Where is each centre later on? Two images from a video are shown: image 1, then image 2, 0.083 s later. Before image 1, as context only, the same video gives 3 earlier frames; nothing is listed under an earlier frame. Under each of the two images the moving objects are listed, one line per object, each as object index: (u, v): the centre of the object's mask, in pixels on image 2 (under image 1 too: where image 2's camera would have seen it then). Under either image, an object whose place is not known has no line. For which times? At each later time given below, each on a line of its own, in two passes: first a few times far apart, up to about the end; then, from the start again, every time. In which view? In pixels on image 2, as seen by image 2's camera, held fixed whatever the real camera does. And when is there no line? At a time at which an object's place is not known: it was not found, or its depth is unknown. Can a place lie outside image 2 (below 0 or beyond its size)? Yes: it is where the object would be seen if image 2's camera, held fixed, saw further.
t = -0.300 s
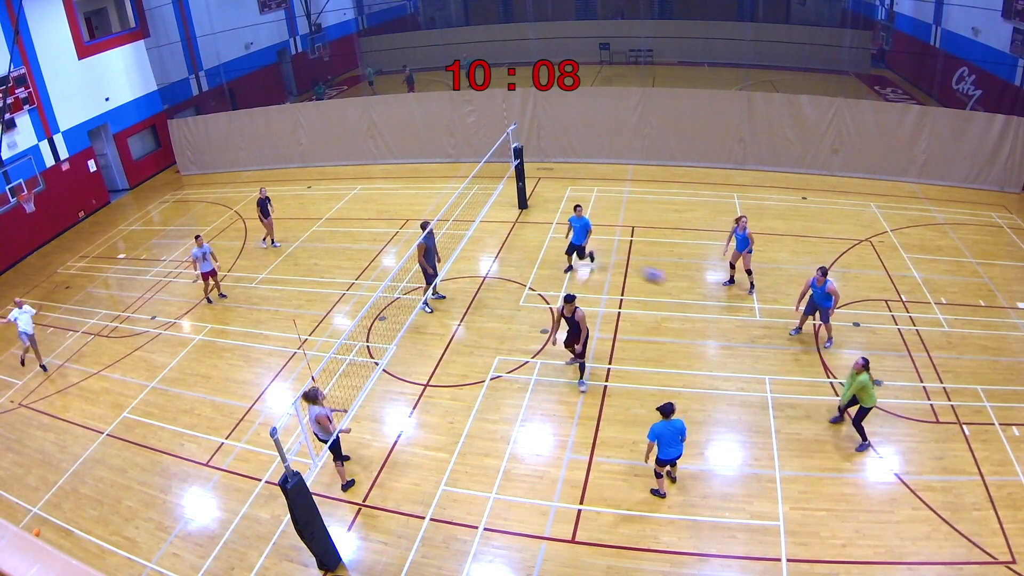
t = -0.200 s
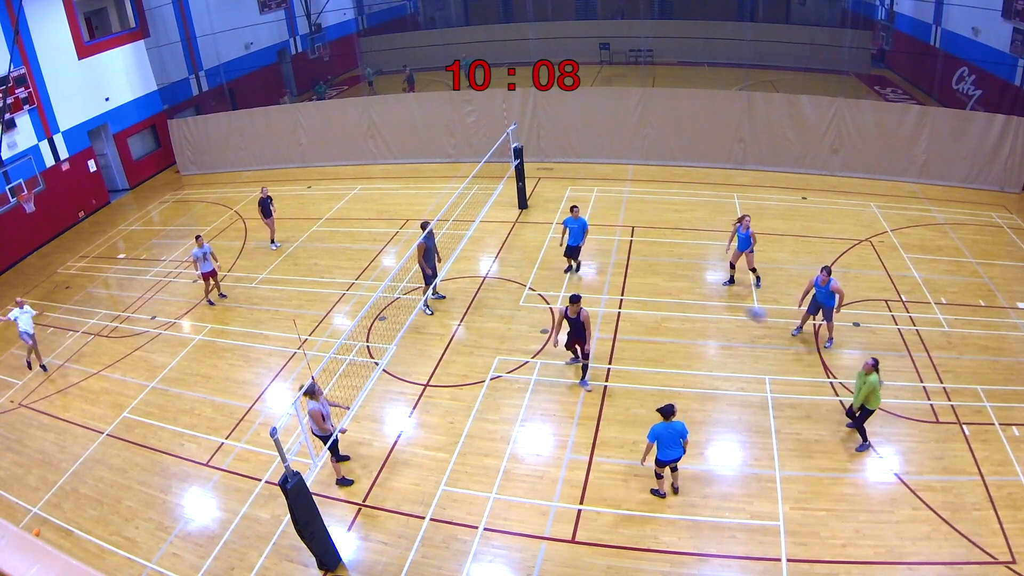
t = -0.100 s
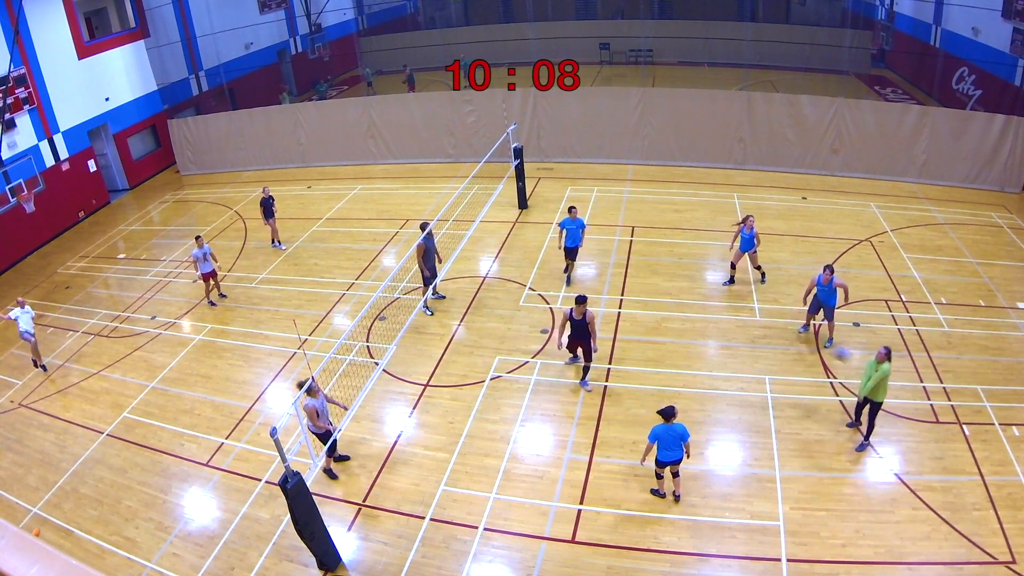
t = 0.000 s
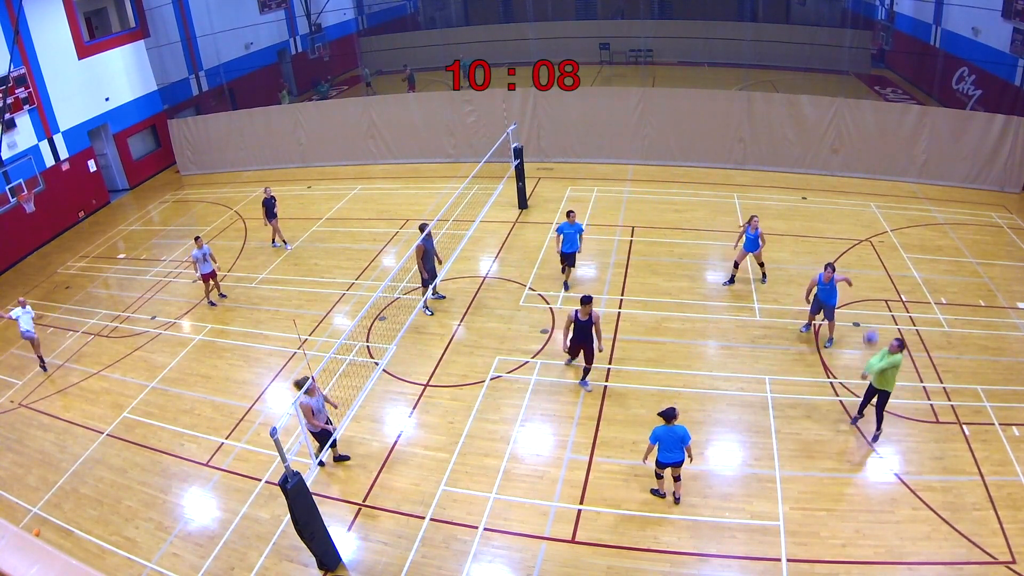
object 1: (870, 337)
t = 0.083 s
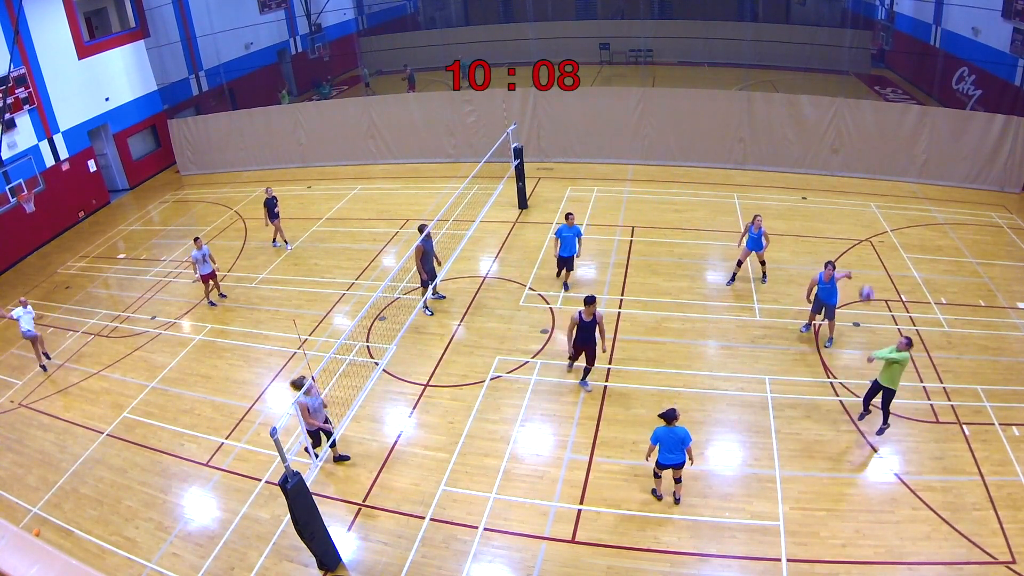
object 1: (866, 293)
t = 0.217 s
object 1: (855, 230)
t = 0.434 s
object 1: (832, 154)
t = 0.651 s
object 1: (802, 112)
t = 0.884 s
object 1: (769, 106)
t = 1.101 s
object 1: (741, 130)
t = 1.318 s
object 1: (713, 178)
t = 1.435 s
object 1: (699, 211)
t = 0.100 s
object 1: (865, 285)
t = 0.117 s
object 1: (863, 276)
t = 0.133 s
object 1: (862, 268)
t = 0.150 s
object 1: (861, 260)
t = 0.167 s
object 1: (860, 253)
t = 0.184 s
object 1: (858, 245)
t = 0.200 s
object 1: (857, 237)
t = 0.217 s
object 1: (855, 230)
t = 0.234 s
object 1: (854, 223)
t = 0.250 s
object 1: (852, 216)
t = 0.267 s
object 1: (851, 210)
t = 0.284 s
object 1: (849, 204)
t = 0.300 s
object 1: (847, 196)
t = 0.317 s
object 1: (845, 190)
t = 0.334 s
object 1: (844, 185)
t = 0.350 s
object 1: (842, 179)
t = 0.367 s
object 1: (840, 173)
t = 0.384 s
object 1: (837, 168)
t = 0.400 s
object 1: (835, 163)
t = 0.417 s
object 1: (834, 158)
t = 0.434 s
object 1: (832, 154)
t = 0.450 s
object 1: (829, 149)
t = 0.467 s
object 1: (827, 145)
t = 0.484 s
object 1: (824, 141)
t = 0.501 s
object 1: (822, 137)
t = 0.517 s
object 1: (820, 133)
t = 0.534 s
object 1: (819, 130)
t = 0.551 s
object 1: (816, 127)
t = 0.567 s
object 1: (814, 124)
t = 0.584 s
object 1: (811, 121)
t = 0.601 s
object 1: (809, 119)
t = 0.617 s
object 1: (806, 116)
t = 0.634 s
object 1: (804, 114)
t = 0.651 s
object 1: (802, 112)
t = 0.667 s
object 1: (800, 110)
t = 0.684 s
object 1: (797, 108)
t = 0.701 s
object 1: (795, 107)
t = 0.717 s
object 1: (793, 106)
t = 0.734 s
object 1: (790, 105)
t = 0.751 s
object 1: (788, 105)
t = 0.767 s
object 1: (786, 104)
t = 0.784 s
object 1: (783, 104)
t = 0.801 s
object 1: (781, 104)
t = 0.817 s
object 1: (779, 104)
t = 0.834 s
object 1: (776, 104)
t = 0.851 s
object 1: (774, 105)
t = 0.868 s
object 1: (771, 105)
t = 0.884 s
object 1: (769, 106)
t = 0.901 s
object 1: (766, 107)
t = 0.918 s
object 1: (764, 108)
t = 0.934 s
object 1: (762, 109)
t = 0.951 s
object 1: (760, 110)
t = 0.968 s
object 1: (757, 112)
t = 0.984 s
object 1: (756, 114)
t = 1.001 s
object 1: (753, 116)
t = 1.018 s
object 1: (752, 118)
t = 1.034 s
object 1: (749, 120)
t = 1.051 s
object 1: (746, 122)
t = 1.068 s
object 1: (745, 125)
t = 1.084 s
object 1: (743, 127)
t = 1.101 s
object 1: (741, 130)
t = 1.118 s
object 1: (739, 133)
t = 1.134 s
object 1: (737, 137)
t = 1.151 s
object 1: (734, 140)
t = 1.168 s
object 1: (732, 143)
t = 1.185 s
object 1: (730, 147)
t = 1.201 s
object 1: (728, 150)
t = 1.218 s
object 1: (726, 154)
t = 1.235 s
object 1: (724, 158)
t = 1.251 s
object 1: (721, 162)
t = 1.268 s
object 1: (719, 166)
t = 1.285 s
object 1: (718, 170)
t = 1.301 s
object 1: (715, 174)
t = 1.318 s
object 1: (713, 178)
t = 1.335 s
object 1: (711, 183)
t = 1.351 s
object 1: (709, 187)
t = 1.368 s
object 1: (707, 192)
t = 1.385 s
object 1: (705, 197)
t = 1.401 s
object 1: (703, 201)
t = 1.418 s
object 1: (701, 206)
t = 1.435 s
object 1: (699, 211)
